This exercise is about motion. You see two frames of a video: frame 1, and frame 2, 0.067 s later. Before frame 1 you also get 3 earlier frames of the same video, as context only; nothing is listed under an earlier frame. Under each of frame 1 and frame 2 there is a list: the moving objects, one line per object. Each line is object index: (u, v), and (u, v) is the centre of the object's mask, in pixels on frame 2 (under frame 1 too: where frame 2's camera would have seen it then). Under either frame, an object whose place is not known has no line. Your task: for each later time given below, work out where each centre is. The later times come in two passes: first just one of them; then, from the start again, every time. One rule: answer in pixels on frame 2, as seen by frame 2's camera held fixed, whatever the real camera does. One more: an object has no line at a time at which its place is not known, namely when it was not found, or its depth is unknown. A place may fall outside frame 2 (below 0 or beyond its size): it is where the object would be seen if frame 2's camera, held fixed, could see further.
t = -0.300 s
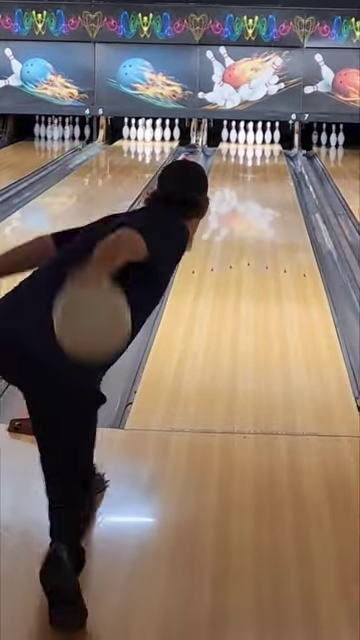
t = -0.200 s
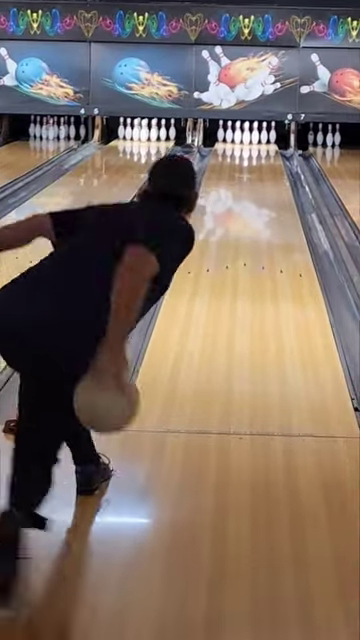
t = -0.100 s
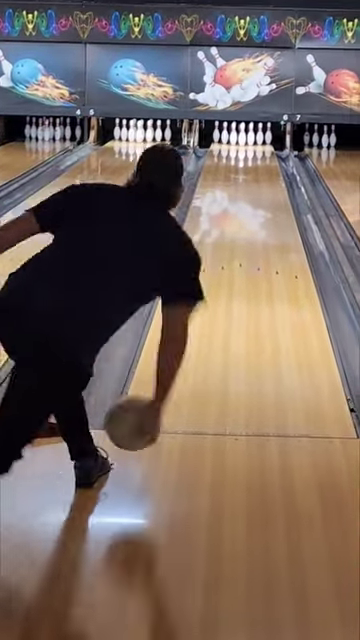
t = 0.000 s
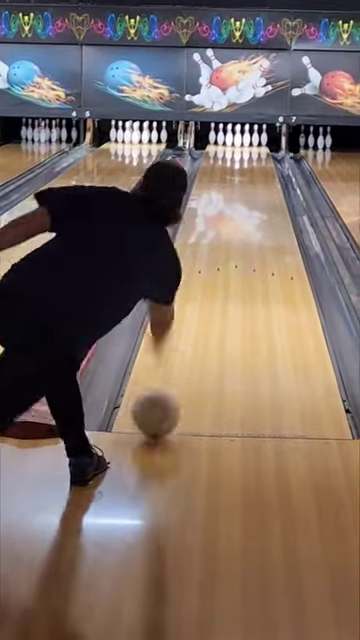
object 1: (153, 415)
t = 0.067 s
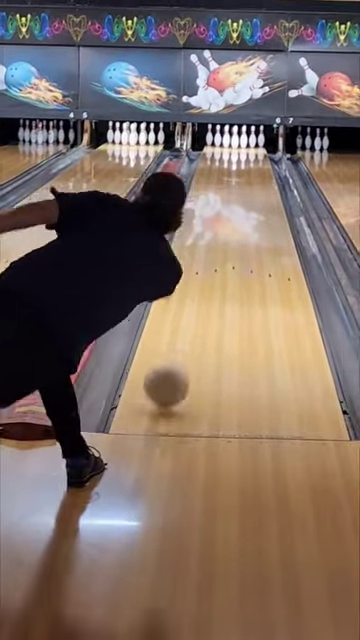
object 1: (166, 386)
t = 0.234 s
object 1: (191, 336)
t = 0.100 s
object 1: (172, 374)
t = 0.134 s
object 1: (177, 365)
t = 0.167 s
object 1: (182, 355)
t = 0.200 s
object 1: (186, 345)
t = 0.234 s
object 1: (191, 336)
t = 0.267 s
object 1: (195, 326)
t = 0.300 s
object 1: (198, 318)
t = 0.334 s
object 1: (201, 310)
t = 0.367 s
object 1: (204, 304)
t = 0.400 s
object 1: (207, 297)
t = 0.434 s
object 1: (208, 292)
